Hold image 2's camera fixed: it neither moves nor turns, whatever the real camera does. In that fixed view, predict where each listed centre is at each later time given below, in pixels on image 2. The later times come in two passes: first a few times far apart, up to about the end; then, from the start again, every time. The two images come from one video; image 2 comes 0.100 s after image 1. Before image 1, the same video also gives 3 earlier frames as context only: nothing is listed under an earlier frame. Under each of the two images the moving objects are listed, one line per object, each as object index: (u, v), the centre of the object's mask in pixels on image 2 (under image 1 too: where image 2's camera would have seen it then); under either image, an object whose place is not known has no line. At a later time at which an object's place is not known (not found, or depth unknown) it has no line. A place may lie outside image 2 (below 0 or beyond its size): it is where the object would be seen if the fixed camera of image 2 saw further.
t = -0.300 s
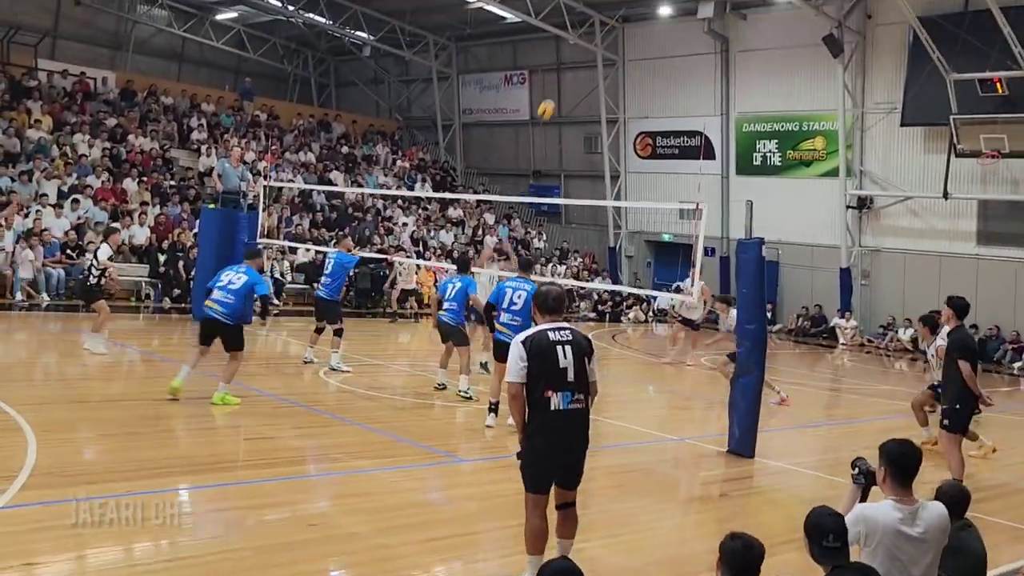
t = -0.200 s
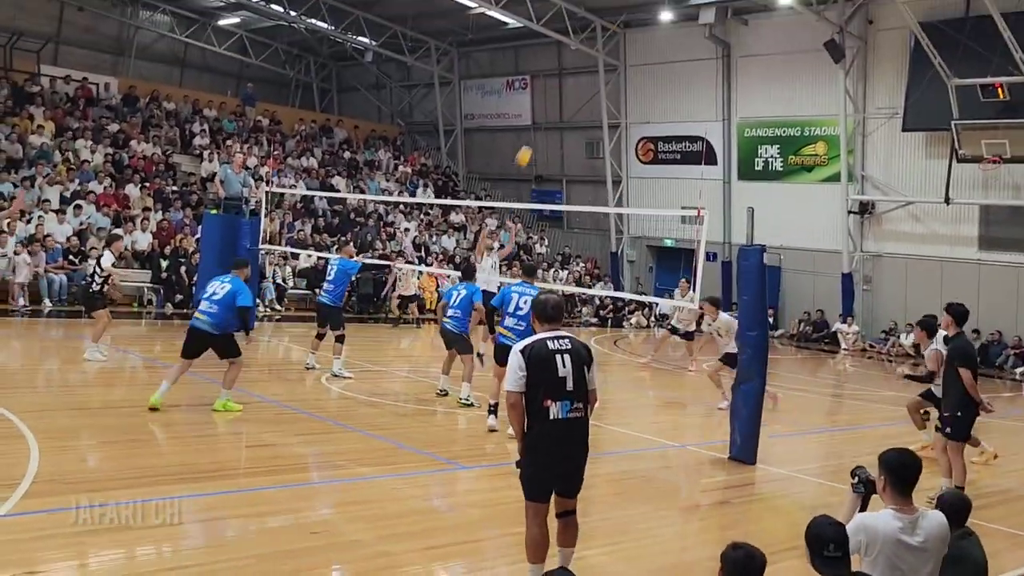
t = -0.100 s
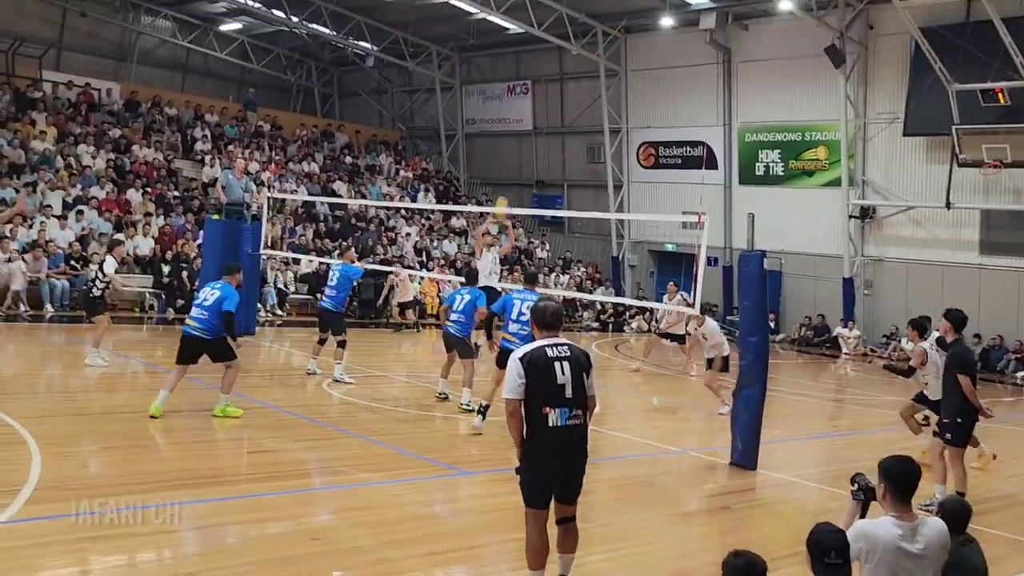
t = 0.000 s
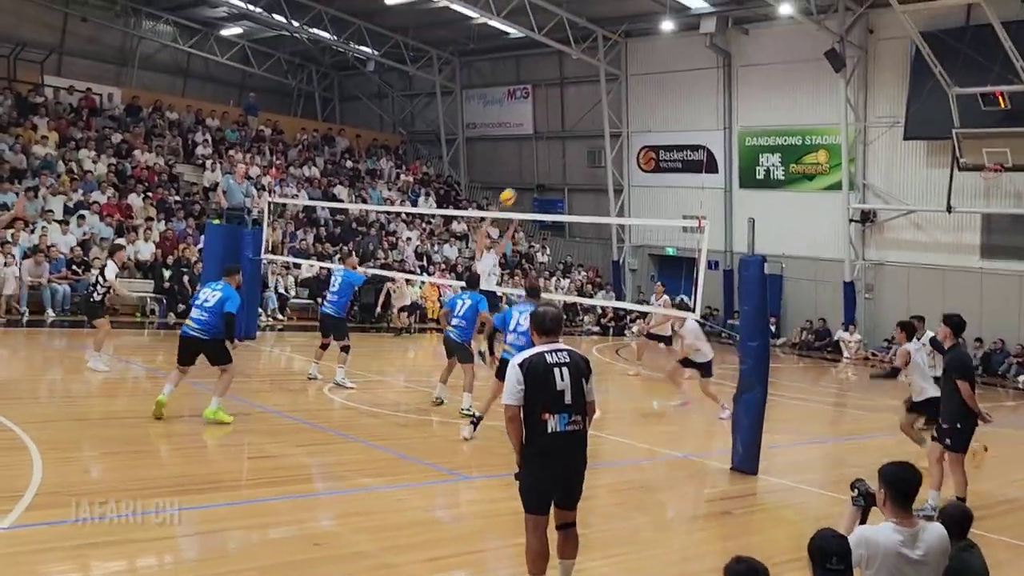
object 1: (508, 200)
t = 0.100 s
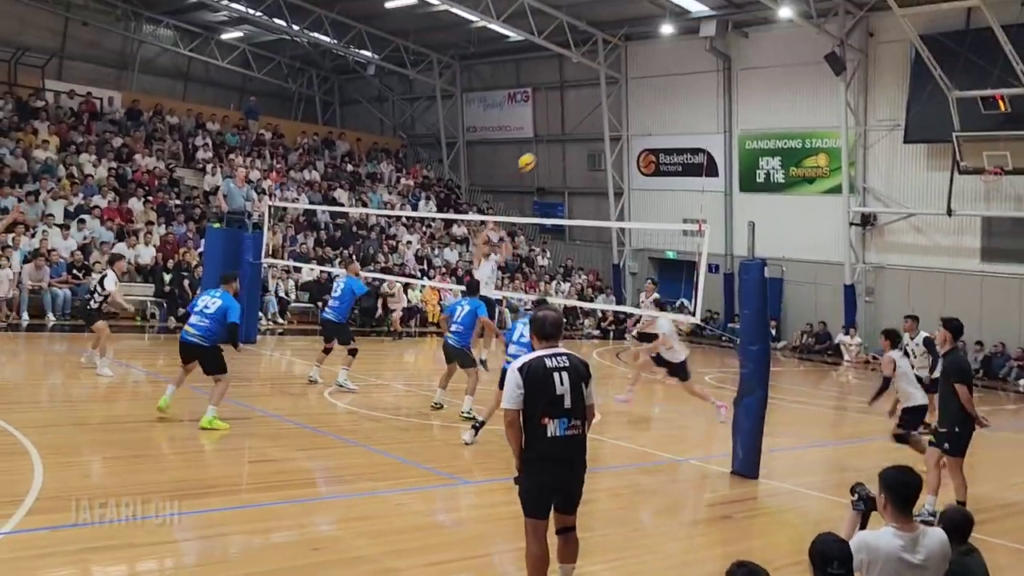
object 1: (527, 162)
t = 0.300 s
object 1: (564, 102)
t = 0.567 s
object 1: (611, 62)
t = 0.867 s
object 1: (662, 80)
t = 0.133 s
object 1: (533, 150)
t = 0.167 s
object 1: (539, 139)
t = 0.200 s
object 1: (546, 129)
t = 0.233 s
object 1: (552, 120)
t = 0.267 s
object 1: (558, 110)
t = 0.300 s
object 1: (564, 102)
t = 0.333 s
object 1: (570, 94)
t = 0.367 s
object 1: (576, 88)
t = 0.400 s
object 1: (582, 81)
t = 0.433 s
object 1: (588, 76)
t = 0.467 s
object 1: (594, 72)
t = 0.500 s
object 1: (599, 67)
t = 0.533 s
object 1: (606, 64)
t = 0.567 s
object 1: (611, 62)
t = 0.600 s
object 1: (616, 61)
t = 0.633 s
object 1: (622, 60)
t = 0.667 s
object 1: (629, 61)
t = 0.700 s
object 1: (634, 61)
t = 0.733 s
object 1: (640, 63)
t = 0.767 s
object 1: (645, 66)
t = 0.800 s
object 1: (651, 70)
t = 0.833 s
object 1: (657, 75)
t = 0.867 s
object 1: (662, 80)
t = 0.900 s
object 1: (668, 87)
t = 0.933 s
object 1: (673, 94)
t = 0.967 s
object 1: (679, 103)
